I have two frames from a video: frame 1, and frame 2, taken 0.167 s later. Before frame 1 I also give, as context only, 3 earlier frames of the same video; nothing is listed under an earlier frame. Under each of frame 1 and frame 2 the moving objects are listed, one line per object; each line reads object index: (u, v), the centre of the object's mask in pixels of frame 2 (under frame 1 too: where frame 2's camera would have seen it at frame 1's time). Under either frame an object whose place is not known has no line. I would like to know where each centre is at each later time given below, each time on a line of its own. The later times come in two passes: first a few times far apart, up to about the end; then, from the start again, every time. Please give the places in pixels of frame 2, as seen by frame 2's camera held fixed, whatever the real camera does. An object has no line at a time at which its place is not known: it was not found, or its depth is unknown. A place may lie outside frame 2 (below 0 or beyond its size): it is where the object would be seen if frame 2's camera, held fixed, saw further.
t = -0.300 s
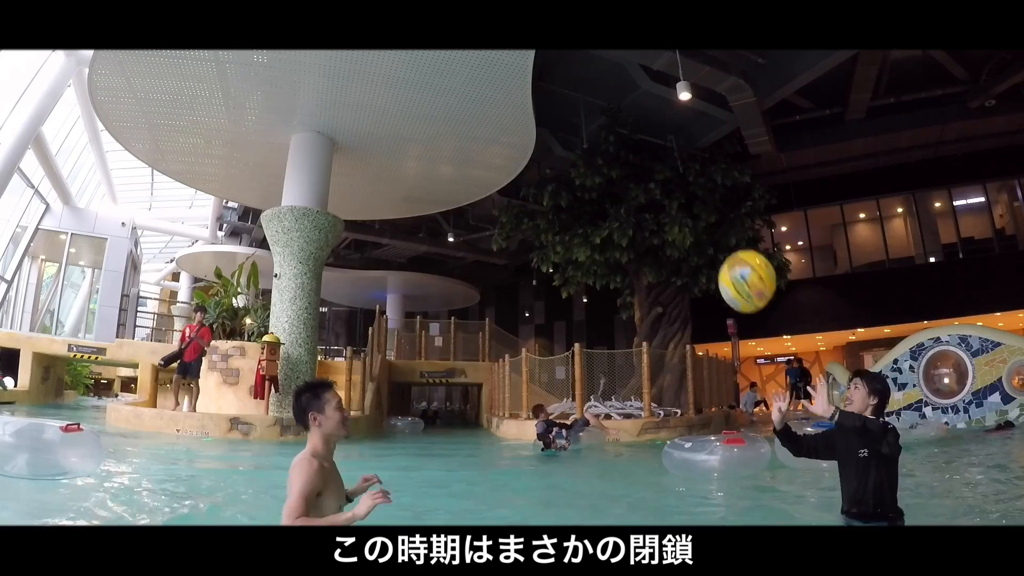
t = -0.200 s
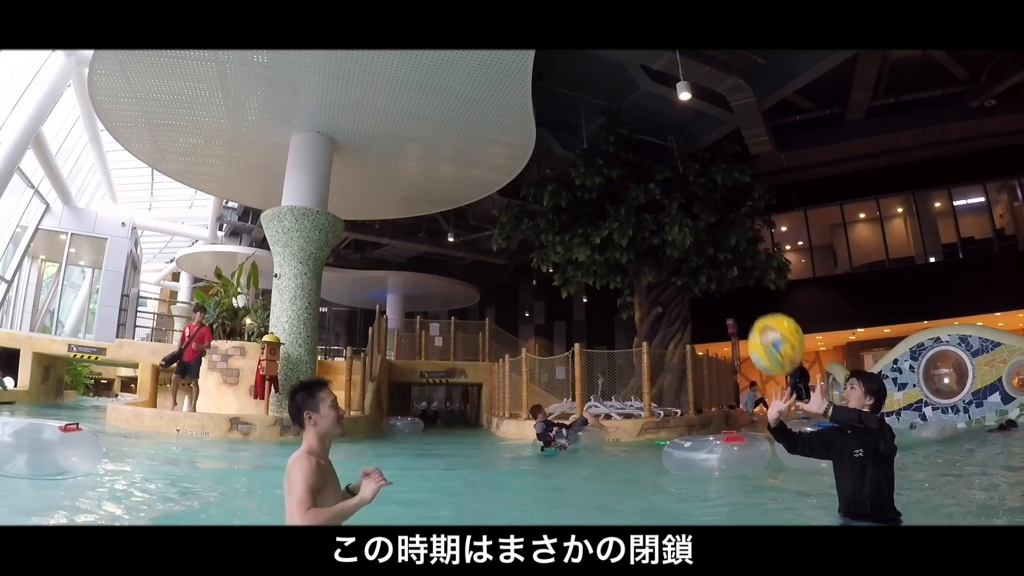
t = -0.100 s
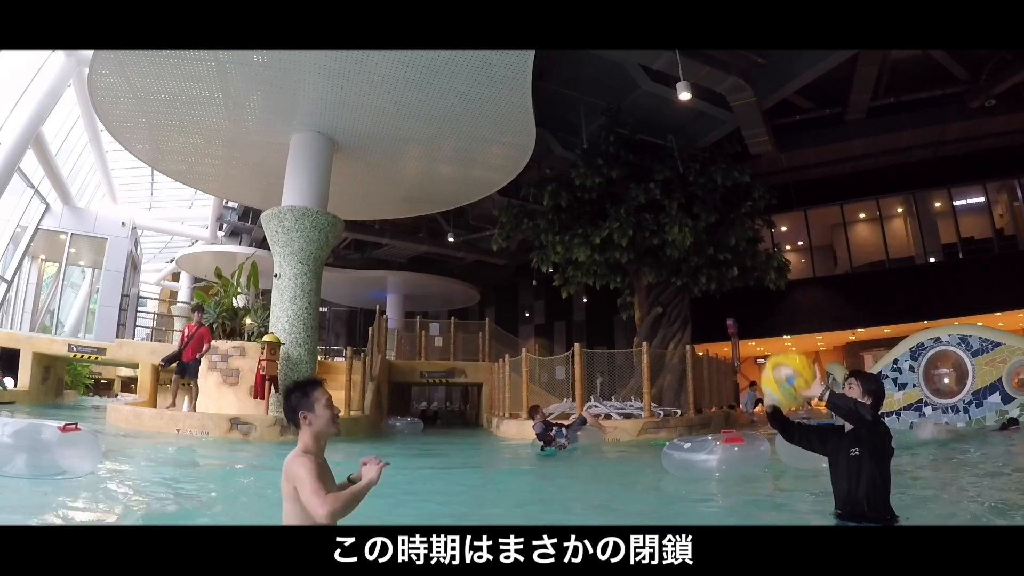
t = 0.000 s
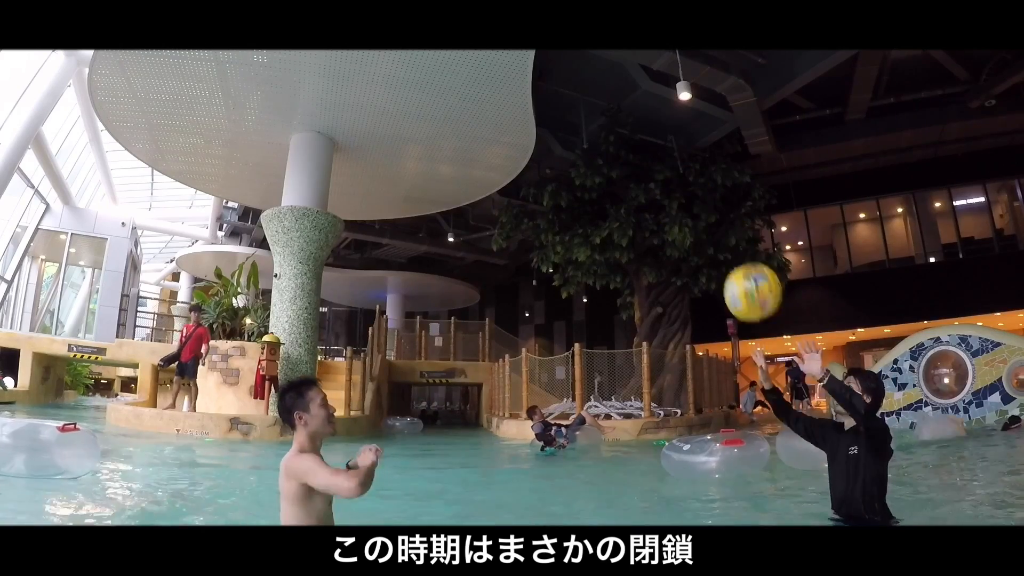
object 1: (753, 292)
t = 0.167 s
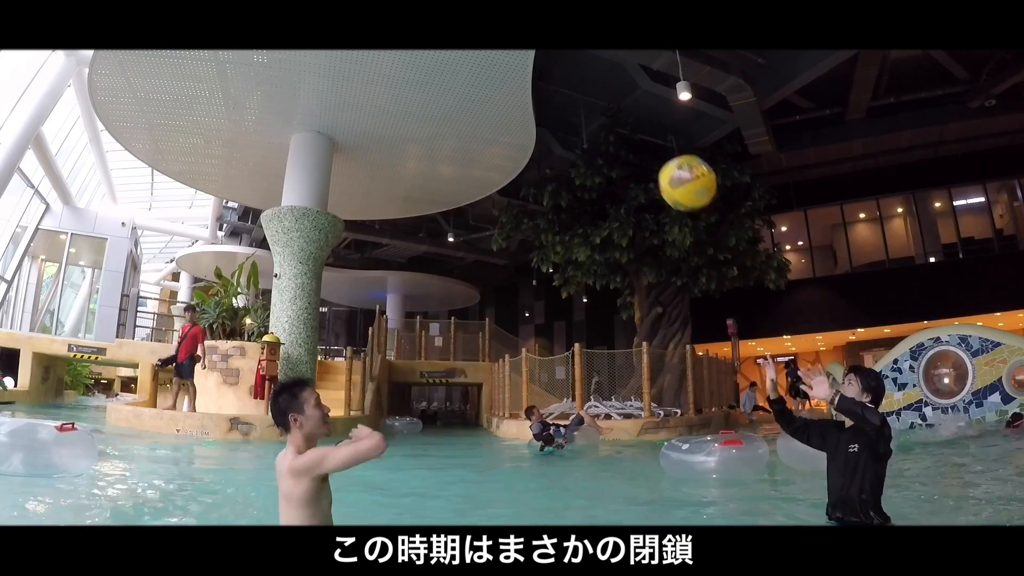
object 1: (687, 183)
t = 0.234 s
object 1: (663, 155)
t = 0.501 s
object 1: (574, 112)
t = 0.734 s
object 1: (505, 160)
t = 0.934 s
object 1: (446, 276)
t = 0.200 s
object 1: (675, 168)
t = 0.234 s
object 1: (663, 155)
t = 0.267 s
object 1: (651, 143)
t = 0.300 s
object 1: (639, 134)
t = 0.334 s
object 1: (628, 126)
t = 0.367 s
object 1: (616, 120)
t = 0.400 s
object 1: (605, 116)
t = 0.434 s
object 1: (595, 113)
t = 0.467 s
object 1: (584, 112)
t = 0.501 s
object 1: (574, 112)
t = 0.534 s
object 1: (563, 114)
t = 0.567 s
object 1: (554, 117)
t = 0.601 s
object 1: (544, 123)
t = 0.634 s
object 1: (534, 129)
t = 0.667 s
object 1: (524, 138)
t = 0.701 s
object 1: (515, 148)
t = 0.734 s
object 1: (505, 160)
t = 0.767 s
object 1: (495, 174)
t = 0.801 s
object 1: (486, 190)
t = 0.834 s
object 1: (476, 208)
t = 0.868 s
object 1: (465, 228)
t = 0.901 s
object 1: (455, 250)
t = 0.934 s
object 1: (446, 276)
